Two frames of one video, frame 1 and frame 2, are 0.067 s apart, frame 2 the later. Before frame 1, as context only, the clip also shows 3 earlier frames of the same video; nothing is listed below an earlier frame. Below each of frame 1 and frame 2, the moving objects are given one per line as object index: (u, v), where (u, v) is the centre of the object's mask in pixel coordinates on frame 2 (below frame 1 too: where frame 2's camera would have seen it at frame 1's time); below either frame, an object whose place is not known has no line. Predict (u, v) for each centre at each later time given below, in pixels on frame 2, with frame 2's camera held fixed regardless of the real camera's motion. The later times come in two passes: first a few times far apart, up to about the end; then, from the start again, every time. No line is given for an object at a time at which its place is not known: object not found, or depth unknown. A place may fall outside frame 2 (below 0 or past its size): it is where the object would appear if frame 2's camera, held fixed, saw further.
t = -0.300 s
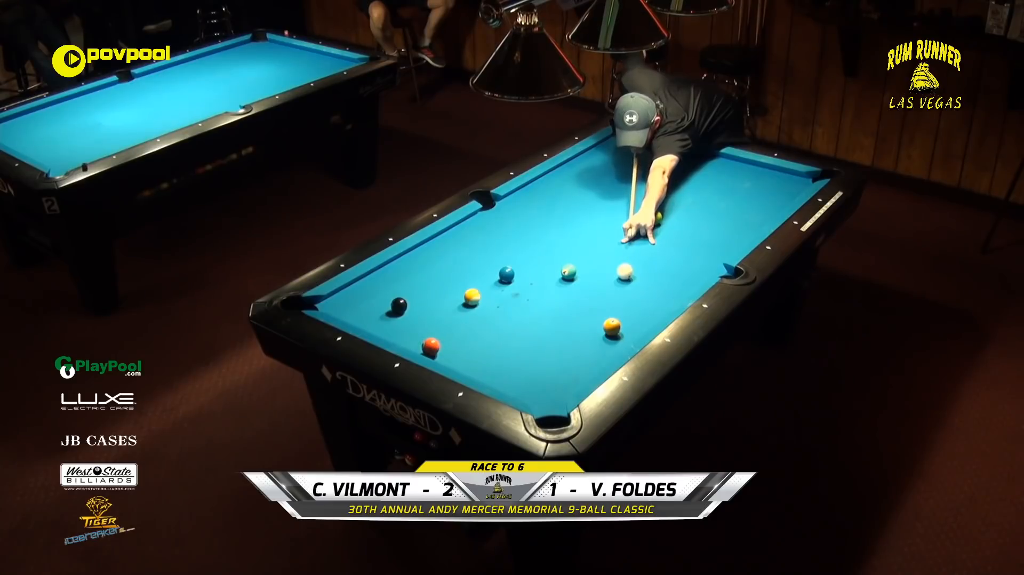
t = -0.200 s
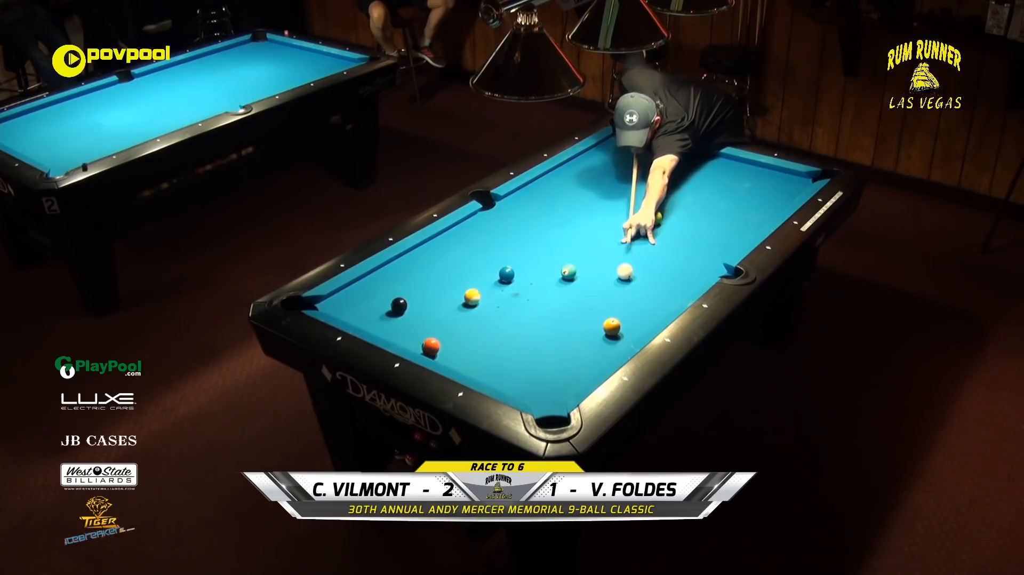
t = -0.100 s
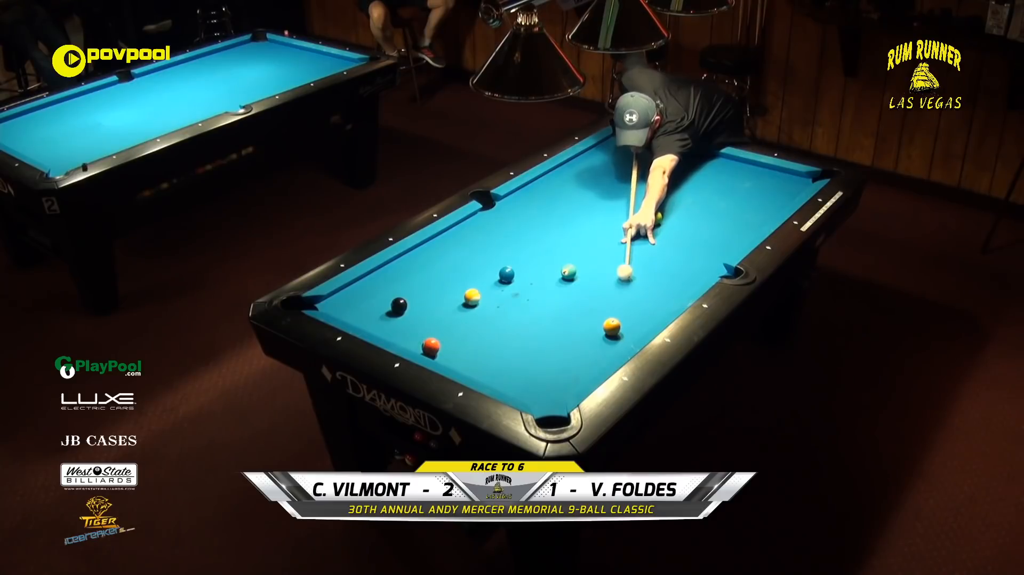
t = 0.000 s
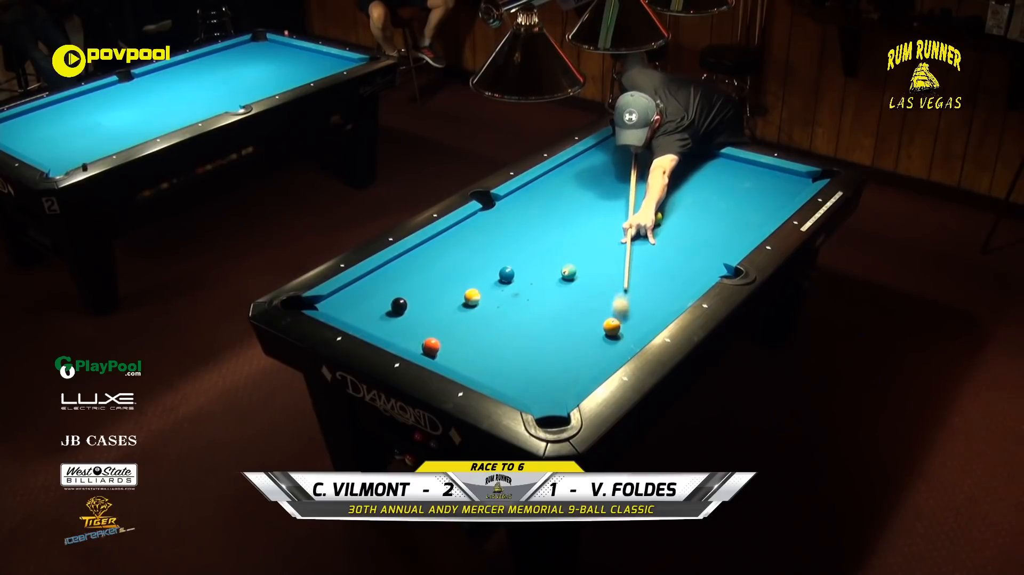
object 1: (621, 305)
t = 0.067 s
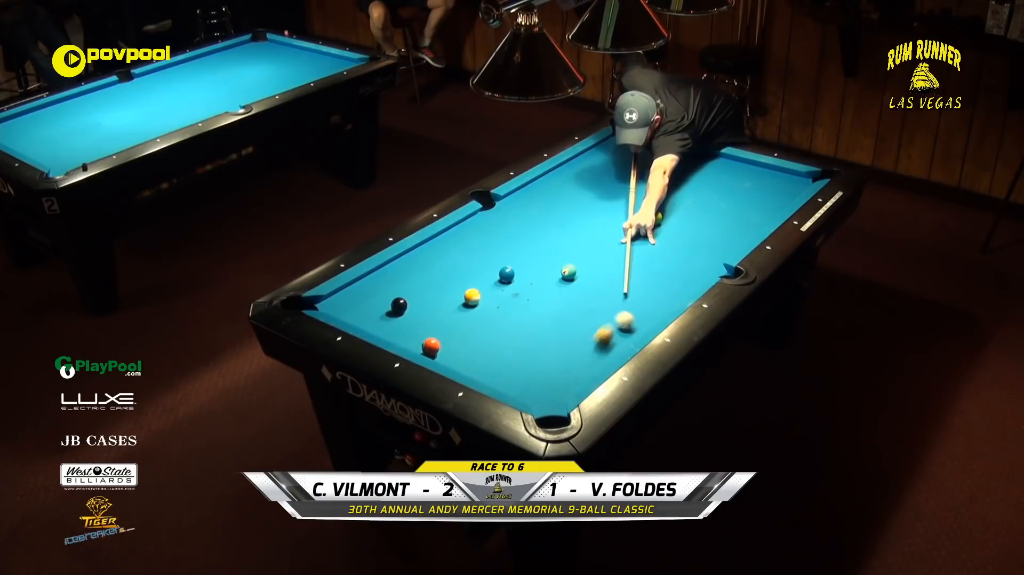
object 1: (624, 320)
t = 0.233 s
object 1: (641, 321)
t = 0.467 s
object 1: (635, 309)
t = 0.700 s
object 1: (629, 298)
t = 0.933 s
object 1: (623, 287)
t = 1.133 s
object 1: (619, 279)
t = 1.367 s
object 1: (615, 271)
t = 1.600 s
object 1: (611, 263)
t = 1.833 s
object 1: (607, 257)
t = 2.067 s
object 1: (604, 251)
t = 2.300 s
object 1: (601, 246)
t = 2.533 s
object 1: (598, 241)
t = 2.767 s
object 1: (596, 237)
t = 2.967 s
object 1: (594, 234)
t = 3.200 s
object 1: (592, 231)
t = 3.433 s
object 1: (591, 229)
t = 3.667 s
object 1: (590, 227)
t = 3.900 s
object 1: (589, 226)
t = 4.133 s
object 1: (589, 225)
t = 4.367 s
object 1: (589, 224)
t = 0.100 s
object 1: (630, 321)
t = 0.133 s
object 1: (635, 323)
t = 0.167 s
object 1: (640, 324)
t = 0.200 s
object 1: (642, 323)
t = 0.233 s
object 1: (641, 321)
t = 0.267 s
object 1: (640, 320)
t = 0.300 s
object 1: (639, 318)
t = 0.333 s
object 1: (638, 316)
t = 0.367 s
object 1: (637, 314)
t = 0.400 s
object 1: (636, 312)
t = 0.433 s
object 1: (636, 311)
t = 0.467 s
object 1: (635, 309)
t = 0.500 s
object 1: (634, 307)
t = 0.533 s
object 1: (633, 305)
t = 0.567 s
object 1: (632, 304)
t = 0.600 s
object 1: (631, 302)
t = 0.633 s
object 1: (630, 301)
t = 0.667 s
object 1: (630, 299)
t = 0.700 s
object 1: (629, 298)
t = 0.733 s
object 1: (628, 296)
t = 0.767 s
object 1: (627, 294)
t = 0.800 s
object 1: (626, 293)
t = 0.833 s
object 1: (626, 292)
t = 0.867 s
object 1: (625, 290)
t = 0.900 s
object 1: (624, 289)
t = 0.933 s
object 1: (623, 287)
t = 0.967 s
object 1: (623, 286)
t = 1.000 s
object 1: (622, 284)
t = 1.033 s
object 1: (621, 283)
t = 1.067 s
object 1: (621, 282)
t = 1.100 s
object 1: (620, 280)
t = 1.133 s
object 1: (619, 279)
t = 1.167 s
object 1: (619, 278)
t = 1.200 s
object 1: (618, 277)
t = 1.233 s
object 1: (617, 276)
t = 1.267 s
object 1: (617, 274)
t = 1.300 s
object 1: (616, 273)
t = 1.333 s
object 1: (615, 272)
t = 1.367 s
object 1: (615, 271)
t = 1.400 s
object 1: (614, 270)
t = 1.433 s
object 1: (614, 269)
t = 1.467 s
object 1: (613, 268)
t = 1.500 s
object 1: (612, 266)
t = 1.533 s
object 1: (612, 266)
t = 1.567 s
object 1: (611, 264)
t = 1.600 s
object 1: (611, 263)
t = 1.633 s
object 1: (610, 263)
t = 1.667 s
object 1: (610, 262)
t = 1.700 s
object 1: (609, 261)
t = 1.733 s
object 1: (609, 260)
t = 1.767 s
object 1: (608, 259)
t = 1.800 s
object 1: (608, 258)
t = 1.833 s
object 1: (607, 257)
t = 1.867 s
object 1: (607, 256)
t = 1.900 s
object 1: (606, 255)
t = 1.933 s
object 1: (606, 254)
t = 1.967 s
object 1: (605, 253)
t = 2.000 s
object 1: (605, 253)
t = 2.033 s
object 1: (604, 252)
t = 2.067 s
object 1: (604, 251)
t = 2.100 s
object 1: (603, 250)
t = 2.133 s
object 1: (603, 250)
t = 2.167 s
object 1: (602, 249)
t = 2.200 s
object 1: (602, 248)
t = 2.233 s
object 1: (602, 247)
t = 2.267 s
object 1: (601, 247)
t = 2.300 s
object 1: (601, 246)
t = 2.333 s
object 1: (600, 245)
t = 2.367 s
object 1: (600, 245)
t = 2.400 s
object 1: (600, 244)
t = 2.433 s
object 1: (599, 243)
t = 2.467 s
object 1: (599, 242)
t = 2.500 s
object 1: (599, 242)
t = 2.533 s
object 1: (598, 241)
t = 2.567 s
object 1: (598, 240)
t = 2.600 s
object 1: (598, 240)
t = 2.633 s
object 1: (597, 239)
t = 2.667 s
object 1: (597, 239)
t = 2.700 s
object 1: (597, 238)
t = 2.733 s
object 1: (596, 238)
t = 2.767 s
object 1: (596, 237)
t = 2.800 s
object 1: (595, 237)
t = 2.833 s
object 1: (595, 236)
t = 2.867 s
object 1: (595, 236)
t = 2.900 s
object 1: (595, 235)
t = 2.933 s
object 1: (594, 235)
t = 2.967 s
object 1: (594, 234)
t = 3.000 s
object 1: (594, 234)
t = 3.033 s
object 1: (594, 233)
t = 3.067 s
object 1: (593, 233)
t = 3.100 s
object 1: (593, 232)
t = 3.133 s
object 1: (593, 232)
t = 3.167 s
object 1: (593, 232)
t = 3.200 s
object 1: (592, 231)
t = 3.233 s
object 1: (592, 231)
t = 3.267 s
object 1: (592, 231)
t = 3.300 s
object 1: (592, 230)
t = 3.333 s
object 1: (592, 230)
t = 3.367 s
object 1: (592, 230)
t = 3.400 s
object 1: (591, 229)
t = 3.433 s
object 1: (591, 229)
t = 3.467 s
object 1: (591, 229)
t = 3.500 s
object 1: (591, 228)
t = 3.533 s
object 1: (591, 228)
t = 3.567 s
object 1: (590, 228)
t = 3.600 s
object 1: (590, 227)
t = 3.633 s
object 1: (590, 227)
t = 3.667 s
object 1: (590, 227)
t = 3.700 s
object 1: (590, 227)
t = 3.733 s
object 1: (590, 227)
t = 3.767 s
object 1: (590, 226)
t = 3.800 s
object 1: (590, 226)
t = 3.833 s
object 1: (590, 226)
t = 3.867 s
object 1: (590, 226)
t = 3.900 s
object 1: (589, 226)
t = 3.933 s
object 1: (589, 225)
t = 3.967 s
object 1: (589, 225)
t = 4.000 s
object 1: (589, 225)
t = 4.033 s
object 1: (589, 225)
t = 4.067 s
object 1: (589, 225)
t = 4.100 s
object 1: (589, 225)
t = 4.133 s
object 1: (589, 225)
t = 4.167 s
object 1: (589, 225)
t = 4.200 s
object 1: (589, 224)
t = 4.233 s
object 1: (589, 225)
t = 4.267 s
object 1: (589, 224)
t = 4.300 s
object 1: (589, 224)
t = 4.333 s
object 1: (589, 224)
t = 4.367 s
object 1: (589, 224)
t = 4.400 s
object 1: (589, 224)
